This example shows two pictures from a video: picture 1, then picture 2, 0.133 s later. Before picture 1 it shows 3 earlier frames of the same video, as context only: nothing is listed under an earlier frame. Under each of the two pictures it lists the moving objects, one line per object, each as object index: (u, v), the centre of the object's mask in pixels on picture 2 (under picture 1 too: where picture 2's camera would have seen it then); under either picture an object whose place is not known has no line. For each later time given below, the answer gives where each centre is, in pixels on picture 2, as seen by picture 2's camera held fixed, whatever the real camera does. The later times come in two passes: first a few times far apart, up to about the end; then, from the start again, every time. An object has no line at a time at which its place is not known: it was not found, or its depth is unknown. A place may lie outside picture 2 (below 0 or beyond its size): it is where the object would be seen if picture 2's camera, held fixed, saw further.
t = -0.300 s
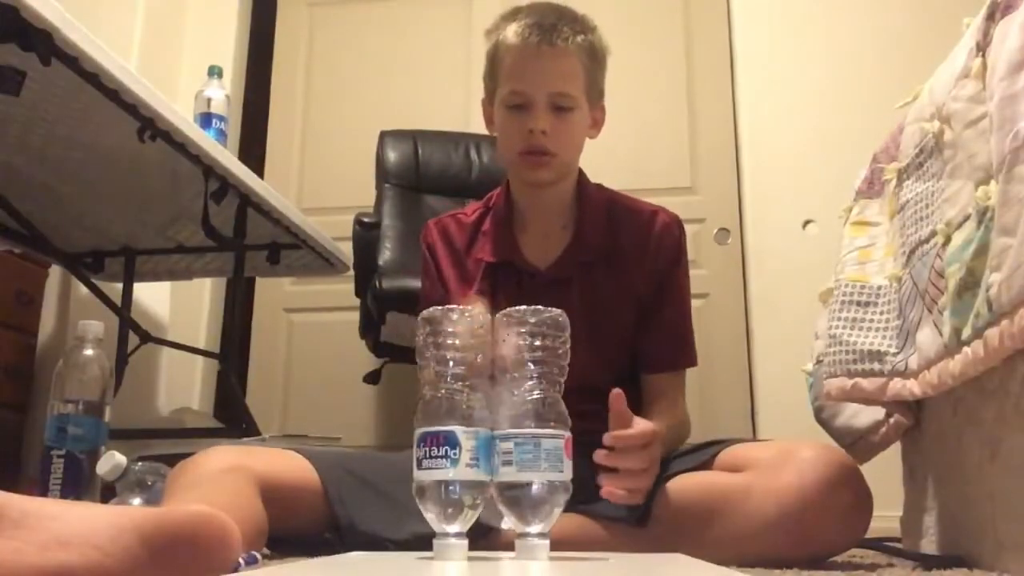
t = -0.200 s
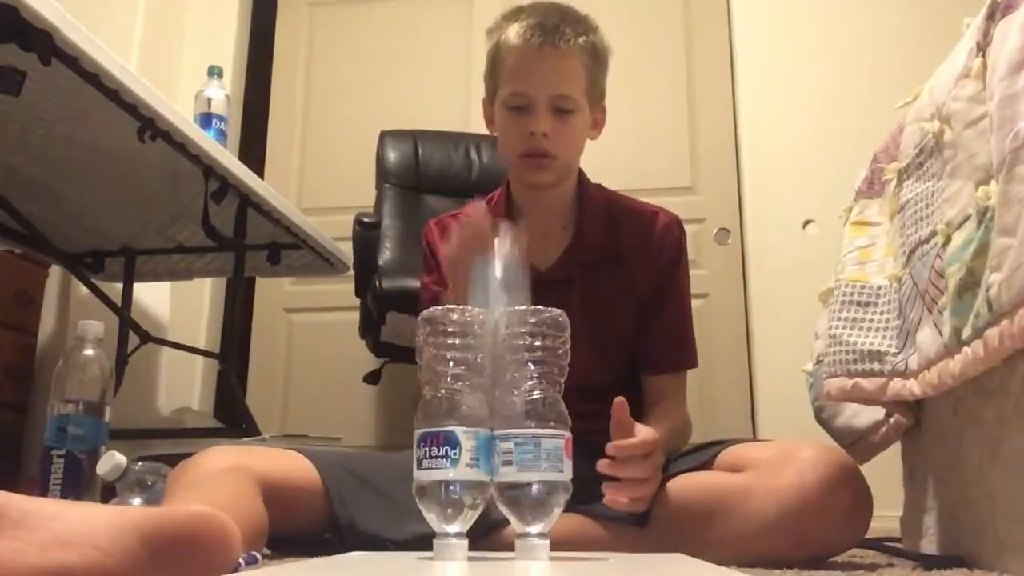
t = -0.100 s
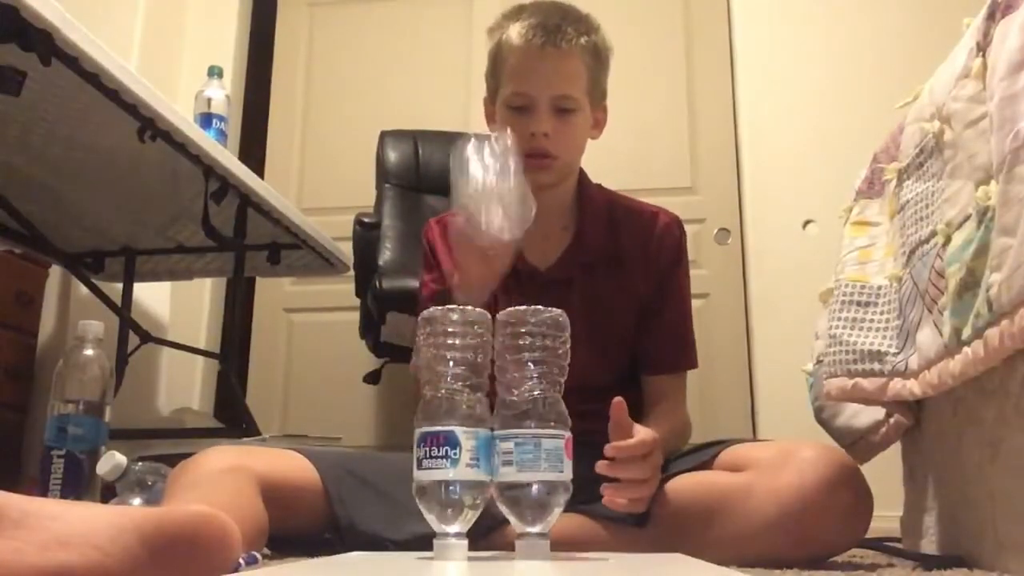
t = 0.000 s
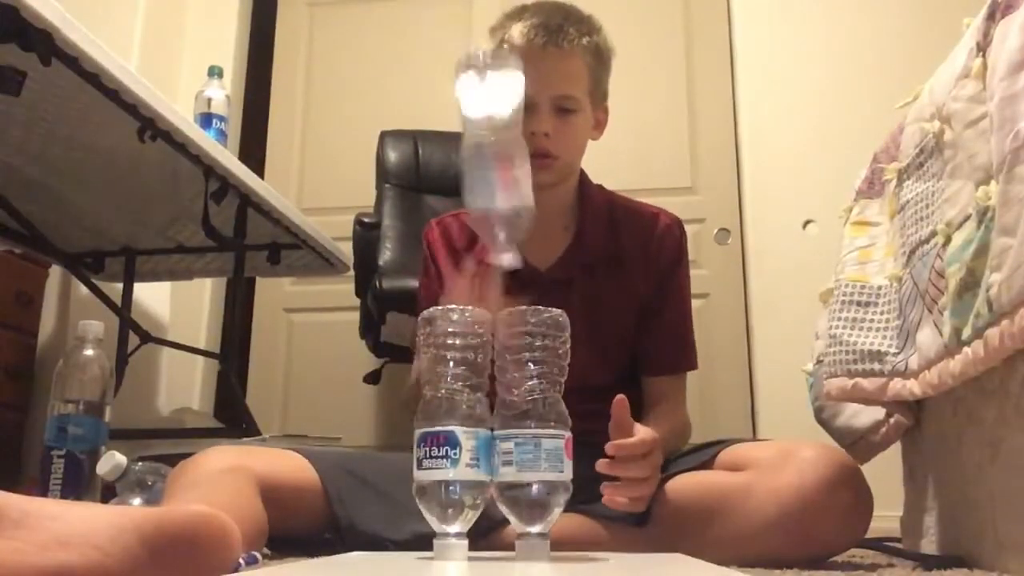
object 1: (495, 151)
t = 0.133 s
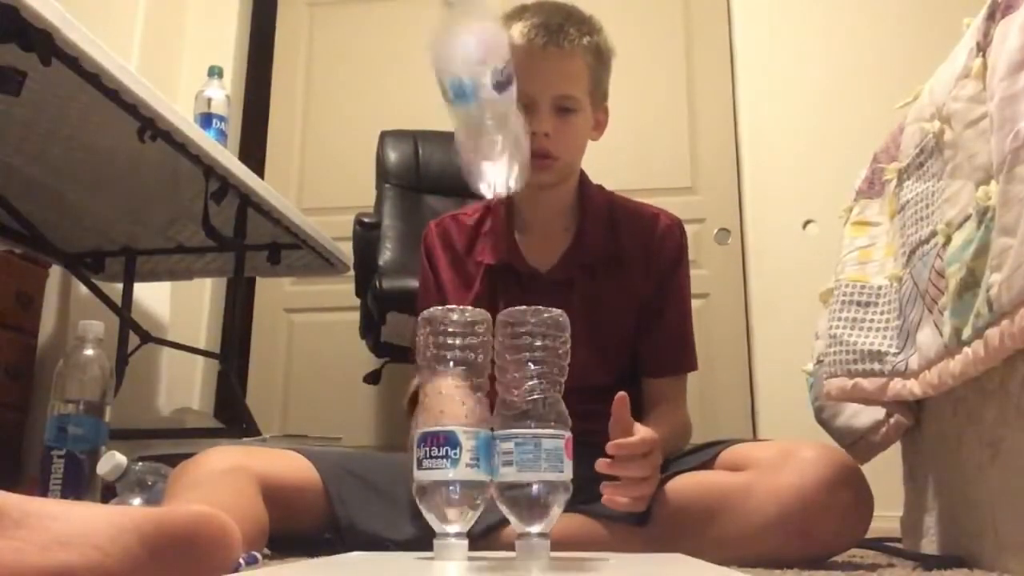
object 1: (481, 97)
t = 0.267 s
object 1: (496, 211)
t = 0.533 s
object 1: (509, 219)
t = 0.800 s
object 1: (512, 215)
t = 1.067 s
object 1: (511, 215)
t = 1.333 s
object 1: (511, 214)
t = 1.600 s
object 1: (511, 214)
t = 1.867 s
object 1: (511, 214)
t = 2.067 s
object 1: (511, 214)
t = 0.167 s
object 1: (482, 123)
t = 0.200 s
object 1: (485, 169)
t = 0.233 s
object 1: (488, 208)
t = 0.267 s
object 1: (496, 211)
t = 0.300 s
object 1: (500, 216)
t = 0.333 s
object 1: (501, 219)
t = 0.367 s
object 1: (500, 222)
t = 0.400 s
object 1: (500, 225)
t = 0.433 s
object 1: (500, 227)
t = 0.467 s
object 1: (500, 226)
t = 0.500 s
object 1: (504, 223)
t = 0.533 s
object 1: (509, 219)
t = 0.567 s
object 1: (513, 218)
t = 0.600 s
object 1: (513, 220)
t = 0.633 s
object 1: (513, 222)
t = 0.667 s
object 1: (512, 220)
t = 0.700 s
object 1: (512, 219)
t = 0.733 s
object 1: (511, 217)
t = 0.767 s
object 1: (510, 215)
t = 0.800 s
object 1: (512, 215)
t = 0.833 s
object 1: (512, 214)
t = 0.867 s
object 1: (512, 214)
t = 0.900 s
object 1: (511, 213)
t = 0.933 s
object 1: (511, 213)
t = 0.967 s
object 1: (512, 213)
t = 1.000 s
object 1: (512, 214)
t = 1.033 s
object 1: (512, 214)
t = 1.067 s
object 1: (511, 215)
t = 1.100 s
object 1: (511, 215)
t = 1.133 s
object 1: (511, 214)
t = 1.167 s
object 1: (511, 215)
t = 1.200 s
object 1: (511, 214)
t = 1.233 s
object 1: (511, 215)
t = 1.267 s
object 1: (511, 214)
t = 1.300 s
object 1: (511, 214)
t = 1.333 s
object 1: (511, 214)
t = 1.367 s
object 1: (511, 215)
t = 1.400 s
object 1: (511, 215)
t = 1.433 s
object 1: (511, 215)
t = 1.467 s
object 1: (511, 214)
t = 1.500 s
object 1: (511, 214)
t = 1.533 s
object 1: (511, 214)
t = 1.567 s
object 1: (511, 214)
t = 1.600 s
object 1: (511, 214)
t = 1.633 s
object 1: (511, 214)
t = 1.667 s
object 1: (511, 214)
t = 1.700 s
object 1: (511, 214)
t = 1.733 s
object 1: (511, 214)
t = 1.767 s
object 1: (511, 214)
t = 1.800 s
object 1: (511, 214)
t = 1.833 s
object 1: (511, 214)
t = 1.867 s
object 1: (511, 214)
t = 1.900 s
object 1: (511, 214)
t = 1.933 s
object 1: (511, 214)
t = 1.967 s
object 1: (511, 214)
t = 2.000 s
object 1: (511, 214)
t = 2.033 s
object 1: (511, 214)
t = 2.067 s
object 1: (511, 214)
